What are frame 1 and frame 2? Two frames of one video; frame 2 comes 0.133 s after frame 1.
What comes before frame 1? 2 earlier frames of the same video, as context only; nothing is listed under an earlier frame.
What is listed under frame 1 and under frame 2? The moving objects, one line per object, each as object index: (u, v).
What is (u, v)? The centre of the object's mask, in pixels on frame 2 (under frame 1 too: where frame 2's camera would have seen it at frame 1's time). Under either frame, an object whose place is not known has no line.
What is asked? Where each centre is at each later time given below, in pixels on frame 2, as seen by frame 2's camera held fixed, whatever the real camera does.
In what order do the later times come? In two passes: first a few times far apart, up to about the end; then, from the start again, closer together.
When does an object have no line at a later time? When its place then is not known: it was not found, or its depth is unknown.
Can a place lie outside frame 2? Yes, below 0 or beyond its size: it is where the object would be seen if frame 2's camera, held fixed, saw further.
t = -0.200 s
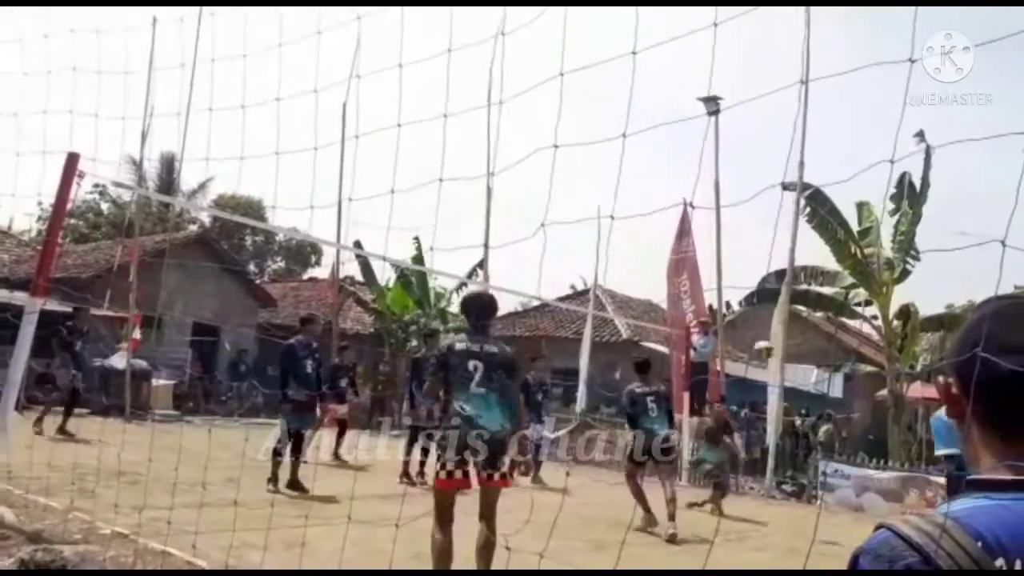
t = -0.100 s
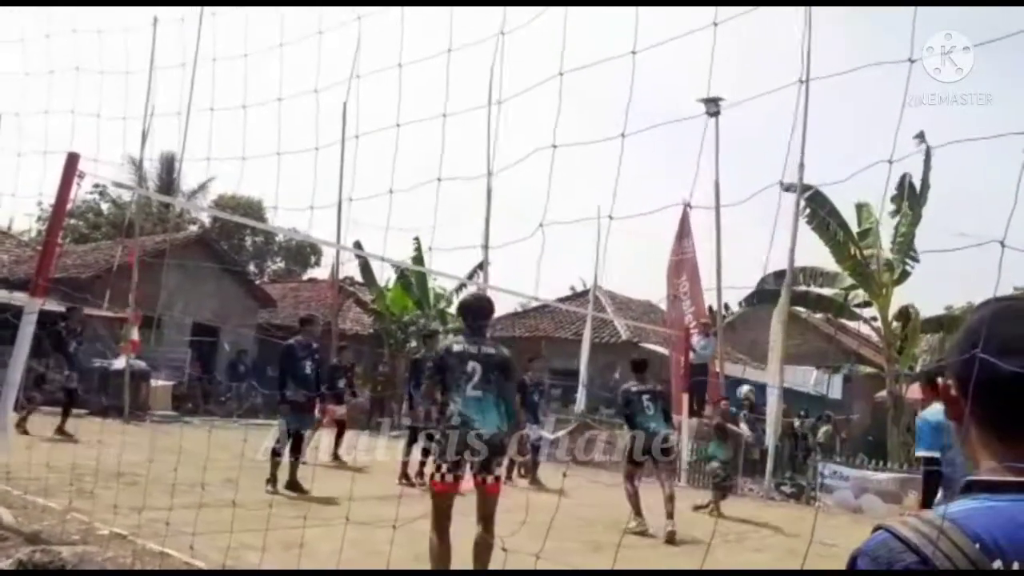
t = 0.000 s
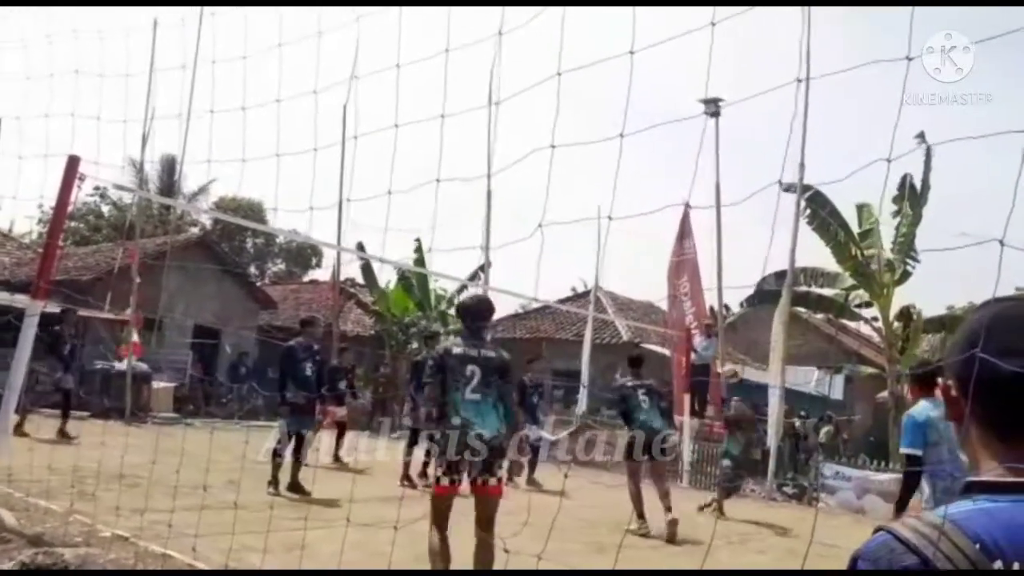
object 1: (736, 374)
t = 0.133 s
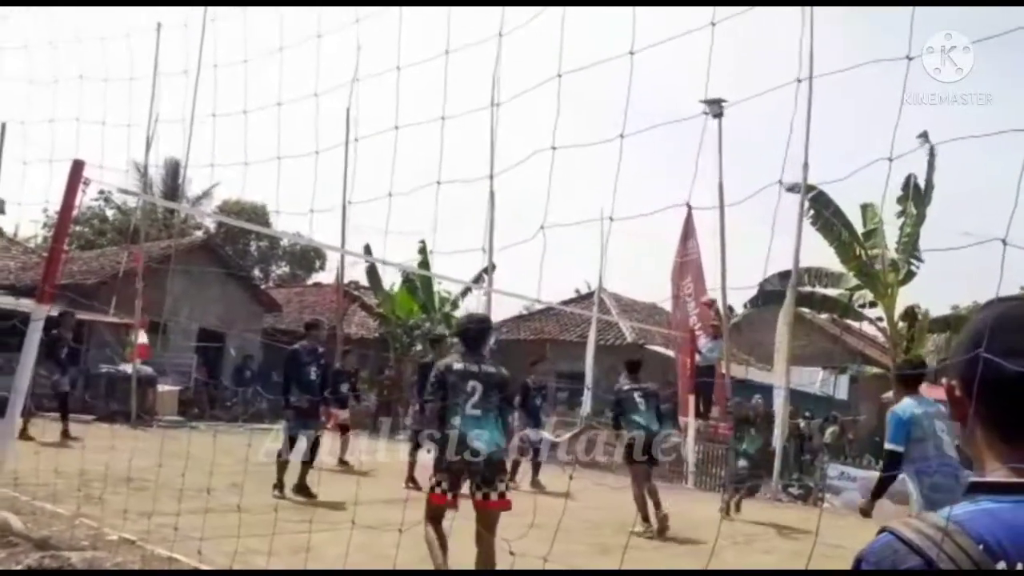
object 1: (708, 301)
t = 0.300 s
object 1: (676, 239)
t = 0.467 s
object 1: (647, 195)
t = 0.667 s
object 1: (610, 172)
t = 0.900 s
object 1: (565, 183)
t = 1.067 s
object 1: (532, 215)
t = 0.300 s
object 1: (676, 239)
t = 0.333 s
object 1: (671, 227)
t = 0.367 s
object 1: (665, 217)
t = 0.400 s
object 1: (659, 209)
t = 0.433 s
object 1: (653, 202)
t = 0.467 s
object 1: (647, 195)
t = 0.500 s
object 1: (642, 188)
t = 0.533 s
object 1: (636, 182)
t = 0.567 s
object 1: (629, 179)
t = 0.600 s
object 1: (623, 176)
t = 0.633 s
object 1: (617, 174)
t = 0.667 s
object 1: (610, 172)
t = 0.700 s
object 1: (604, 171)
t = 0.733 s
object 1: (597, 171)
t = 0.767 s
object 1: (590, 172)
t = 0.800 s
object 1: (584, 174)
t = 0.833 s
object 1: (578, 176)
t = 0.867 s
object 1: (571, 180)
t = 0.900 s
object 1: (565, 183)
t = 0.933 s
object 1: (557, 189)
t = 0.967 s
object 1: (552, 195)
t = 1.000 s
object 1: (545, 201)
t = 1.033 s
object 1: (538, 208)
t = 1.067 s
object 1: (532, 215)
